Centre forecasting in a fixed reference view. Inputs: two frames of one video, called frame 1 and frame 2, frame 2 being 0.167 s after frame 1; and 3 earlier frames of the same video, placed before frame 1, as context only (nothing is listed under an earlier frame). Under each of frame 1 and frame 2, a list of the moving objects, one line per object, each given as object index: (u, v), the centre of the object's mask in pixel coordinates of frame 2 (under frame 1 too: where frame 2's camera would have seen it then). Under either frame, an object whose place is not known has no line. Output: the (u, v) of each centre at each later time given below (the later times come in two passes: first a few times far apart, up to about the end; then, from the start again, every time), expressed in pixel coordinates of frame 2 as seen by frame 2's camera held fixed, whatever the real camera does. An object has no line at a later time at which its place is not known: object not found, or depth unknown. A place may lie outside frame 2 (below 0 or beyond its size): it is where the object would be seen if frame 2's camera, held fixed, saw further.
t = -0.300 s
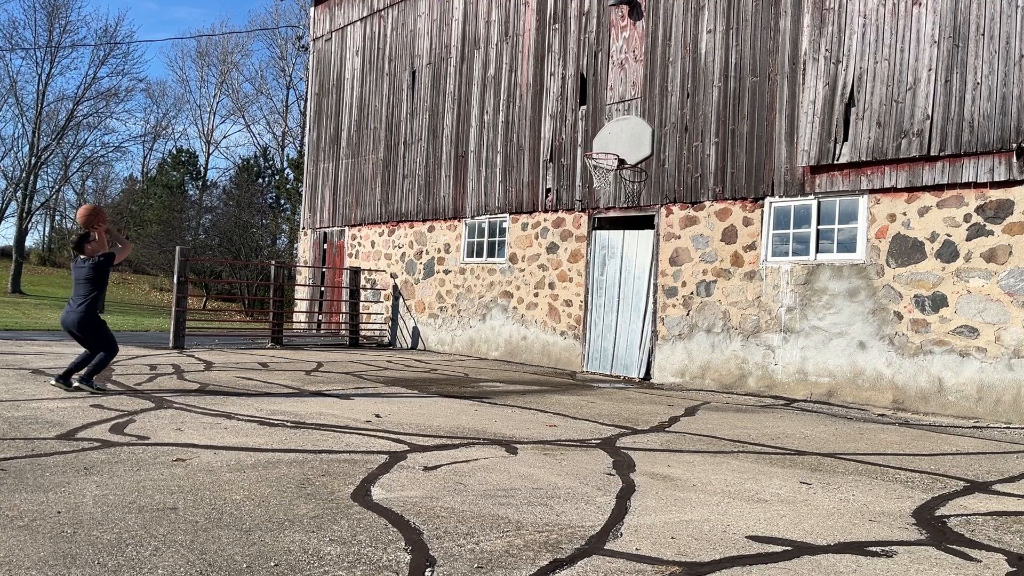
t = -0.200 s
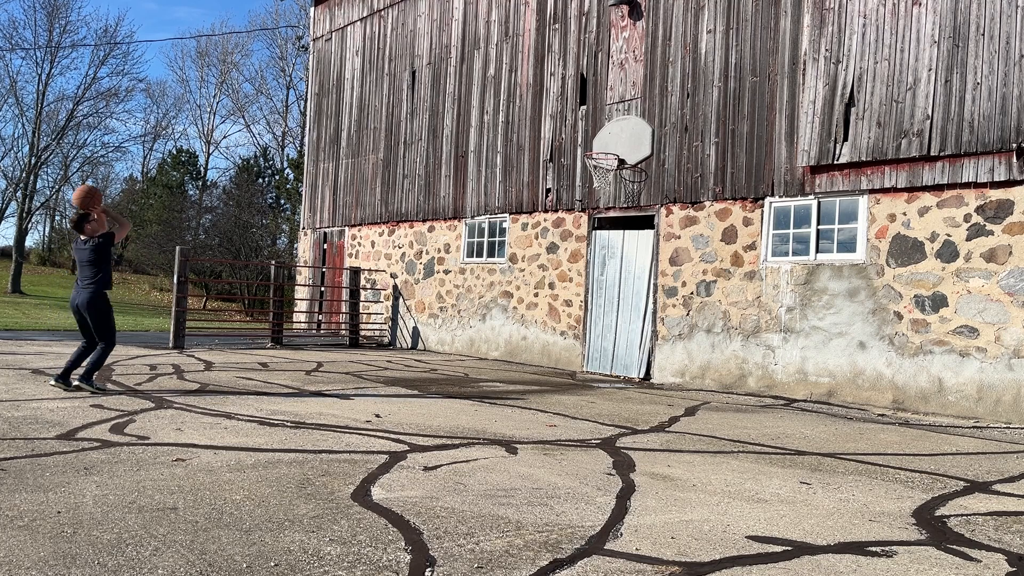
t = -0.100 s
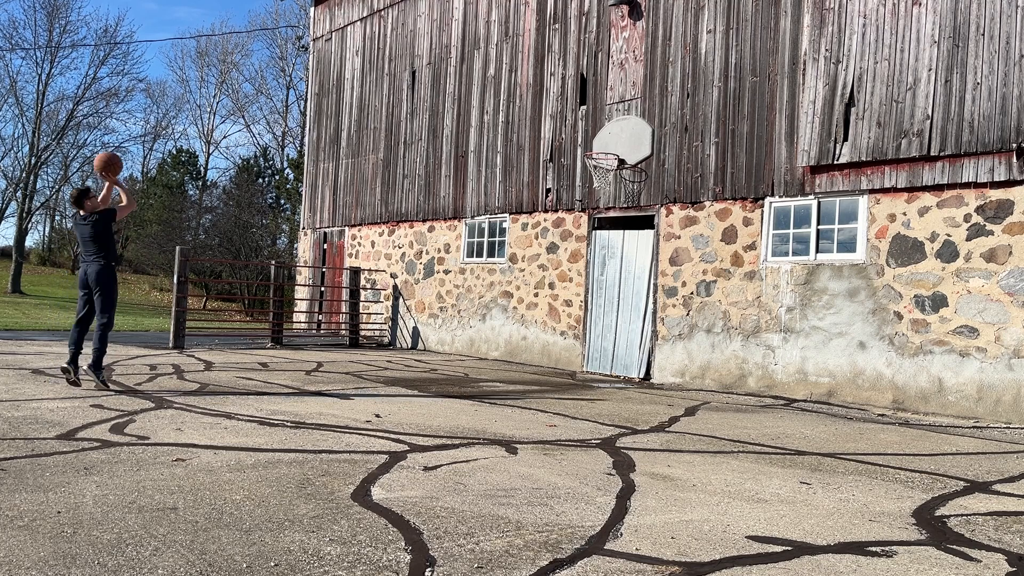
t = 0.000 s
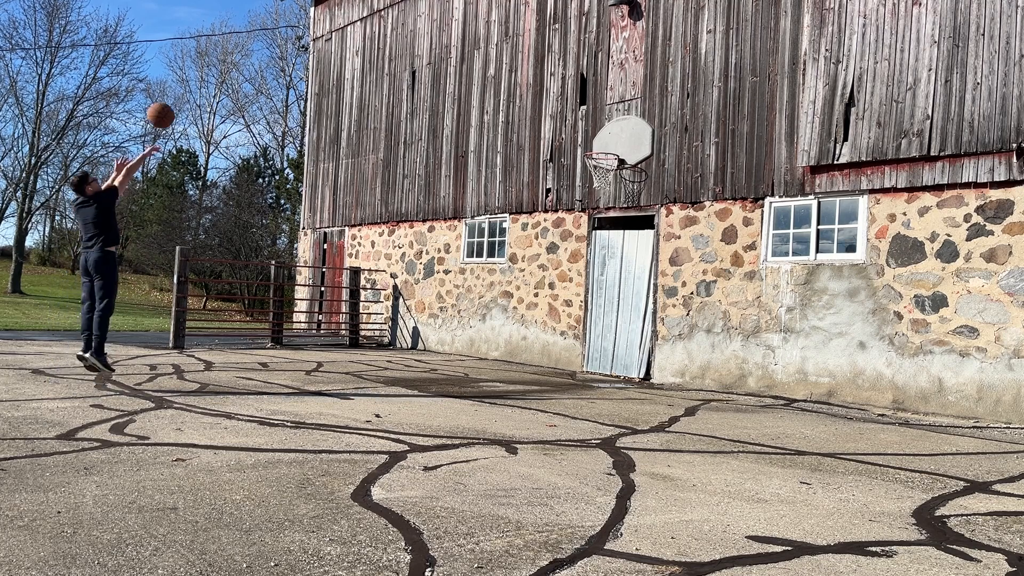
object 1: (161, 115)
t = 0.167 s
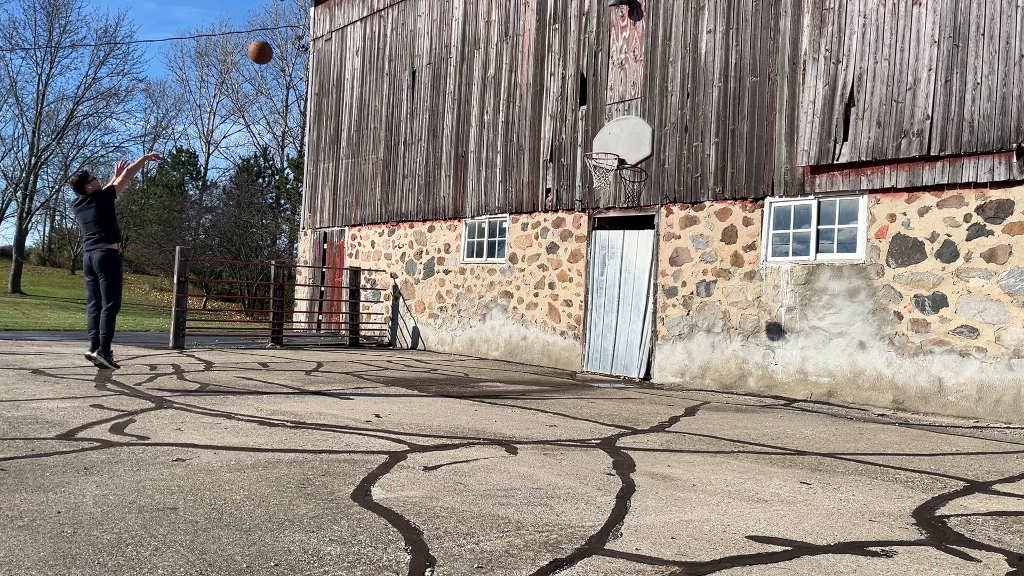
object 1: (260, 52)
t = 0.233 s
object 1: (296, 36)
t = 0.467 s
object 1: (404, 20)
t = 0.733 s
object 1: (507, 54)
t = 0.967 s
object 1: (579, 123)
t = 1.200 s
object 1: (610, 172)
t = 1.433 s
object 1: (597, 196)
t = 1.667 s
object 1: (586, 259)
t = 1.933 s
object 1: (572, 362)
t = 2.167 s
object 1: (559, 291)
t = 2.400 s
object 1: (545, 258)
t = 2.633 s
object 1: (529, 263)
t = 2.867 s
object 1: (512, 310)
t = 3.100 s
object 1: (495, 351)
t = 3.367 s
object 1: (482, 304)
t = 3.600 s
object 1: (469, 306)
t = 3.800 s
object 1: (455, 344)
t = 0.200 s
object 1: (278, 44)
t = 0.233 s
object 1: (296, 36)
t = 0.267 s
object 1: (312, 31)
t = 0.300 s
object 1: (328, 26)
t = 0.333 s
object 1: (344, 23)
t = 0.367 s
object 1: (360, 21)
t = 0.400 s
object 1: (375, 19)
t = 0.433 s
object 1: (390, 19)
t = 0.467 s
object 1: (404, 20)
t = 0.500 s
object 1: (419, 21)
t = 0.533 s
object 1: (432, 23)
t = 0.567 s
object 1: (445, 27)
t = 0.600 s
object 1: (459, 31)
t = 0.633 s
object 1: (471, 35)
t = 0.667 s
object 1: (483, 41)
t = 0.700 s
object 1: (495, 47)
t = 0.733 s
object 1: (507, 54)
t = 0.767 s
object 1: (518, 62)
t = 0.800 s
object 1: (529, 70)
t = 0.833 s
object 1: (539, 79)
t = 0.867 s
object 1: (550, 89)
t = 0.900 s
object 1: (560, 100)
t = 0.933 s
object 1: (570, 111)
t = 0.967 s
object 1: (579, 123)
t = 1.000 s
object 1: (589, 135)
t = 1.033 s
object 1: (598, 148)
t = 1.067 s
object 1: (605, 160)
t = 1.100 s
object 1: (613, 169)
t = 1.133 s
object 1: (612, 174)
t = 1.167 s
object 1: (611, 173)
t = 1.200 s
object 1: (610, 172)
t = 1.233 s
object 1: (608, 172)
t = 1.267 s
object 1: (606, 174)
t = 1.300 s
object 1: (604, 177)
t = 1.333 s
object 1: (602, 180)
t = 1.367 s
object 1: (601, 184)
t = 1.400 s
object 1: (599, 190)
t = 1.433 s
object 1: (597, 196)
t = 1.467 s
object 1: (596, 204)
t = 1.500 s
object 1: (595, 210)
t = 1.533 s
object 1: (593, 218)
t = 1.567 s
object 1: (592, 227)
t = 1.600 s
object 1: (590, 237)
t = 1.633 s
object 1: (587, 247)
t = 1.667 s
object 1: (586, 259)
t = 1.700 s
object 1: (584, 271)
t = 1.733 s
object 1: (582, 283)
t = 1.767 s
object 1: (580, 297)
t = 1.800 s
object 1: (578, 311)
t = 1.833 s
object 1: (576, 326)
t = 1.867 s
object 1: (575, 341)
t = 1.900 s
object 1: (573, 358)
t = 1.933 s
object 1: (572, 362)
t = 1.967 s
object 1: (570, 349)
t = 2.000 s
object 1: (568, 338)
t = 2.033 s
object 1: (567, 327)
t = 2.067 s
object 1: (564, 317)
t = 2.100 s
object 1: (563, 307)
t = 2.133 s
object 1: (561, 299)
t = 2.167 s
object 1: (559, 291)
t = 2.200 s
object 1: (557, 284)
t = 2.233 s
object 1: (555, 278)
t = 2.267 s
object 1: (553, 272)
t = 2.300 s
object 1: (551, 267)
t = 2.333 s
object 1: (549, 264)
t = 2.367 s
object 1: (547, 260)
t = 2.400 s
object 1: (545, 258)
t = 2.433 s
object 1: (543, 256)
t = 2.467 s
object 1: (541, 256)
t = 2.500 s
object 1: (538, 256)
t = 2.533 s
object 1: (536, 257)
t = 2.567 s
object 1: (534, 258)
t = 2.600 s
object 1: (531, 260)
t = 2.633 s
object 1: (529, 263)
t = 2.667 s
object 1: (527, 268)
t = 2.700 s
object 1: (525, 272)
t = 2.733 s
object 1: (522, 278)
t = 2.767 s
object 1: (520, 285)
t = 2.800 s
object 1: (517, 292)
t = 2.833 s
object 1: (514, 300)
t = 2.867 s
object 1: (512, 310)
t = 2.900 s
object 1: (509, 319)
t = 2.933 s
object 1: (507, 330)
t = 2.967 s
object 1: (504, 342)
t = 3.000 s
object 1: (501, 355)
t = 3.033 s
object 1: (498, 368)
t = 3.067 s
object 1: (496, 360)
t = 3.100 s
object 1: (495, 351)
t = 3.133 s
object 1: (493, 342)
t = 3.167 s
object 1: (492, 334)
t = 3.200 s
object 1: (490, 327)
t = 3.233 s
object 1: (489, 321)
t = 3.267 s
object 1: (487, 315)
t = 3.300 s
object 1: (485, 311)
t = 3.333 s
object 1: (483, 306)
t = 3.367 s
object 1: (482, 304)
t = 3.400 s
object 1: (481, 301)
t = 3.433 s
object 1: (479, 300)
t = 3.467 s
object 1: (477, 300)
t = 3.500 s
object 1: (475, 300)
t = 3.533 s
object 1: (473, 301)
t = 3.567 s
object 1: (471, 303)
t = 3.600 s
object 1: (469, 306)
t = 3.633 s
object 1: (467, 310)
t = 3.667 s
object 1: (465, 315)
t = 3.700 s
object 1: (462, 320)
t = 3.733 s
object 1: (460, 327)
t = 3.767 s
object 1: (458, 335)
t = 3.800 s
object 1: (455, 344)
